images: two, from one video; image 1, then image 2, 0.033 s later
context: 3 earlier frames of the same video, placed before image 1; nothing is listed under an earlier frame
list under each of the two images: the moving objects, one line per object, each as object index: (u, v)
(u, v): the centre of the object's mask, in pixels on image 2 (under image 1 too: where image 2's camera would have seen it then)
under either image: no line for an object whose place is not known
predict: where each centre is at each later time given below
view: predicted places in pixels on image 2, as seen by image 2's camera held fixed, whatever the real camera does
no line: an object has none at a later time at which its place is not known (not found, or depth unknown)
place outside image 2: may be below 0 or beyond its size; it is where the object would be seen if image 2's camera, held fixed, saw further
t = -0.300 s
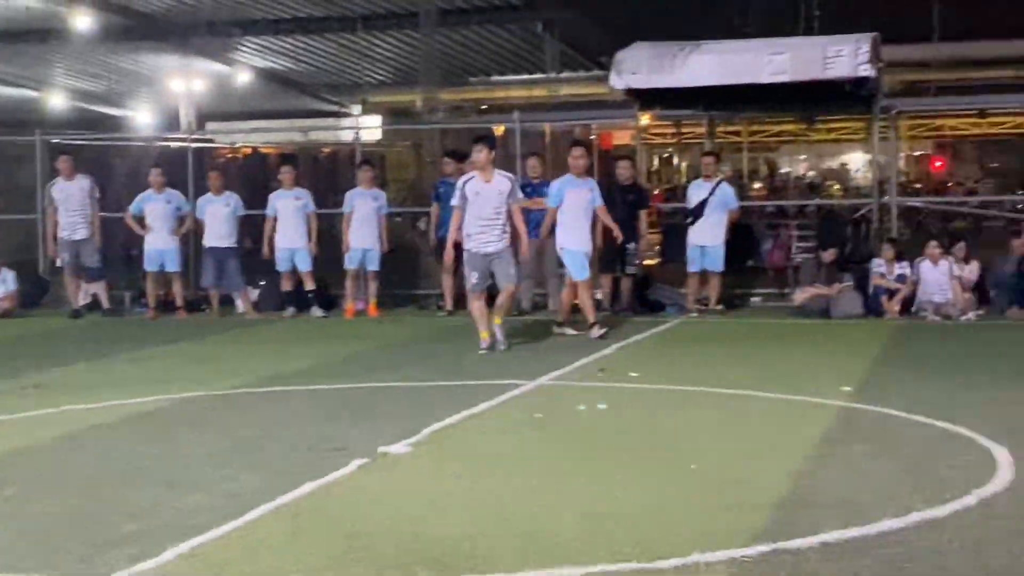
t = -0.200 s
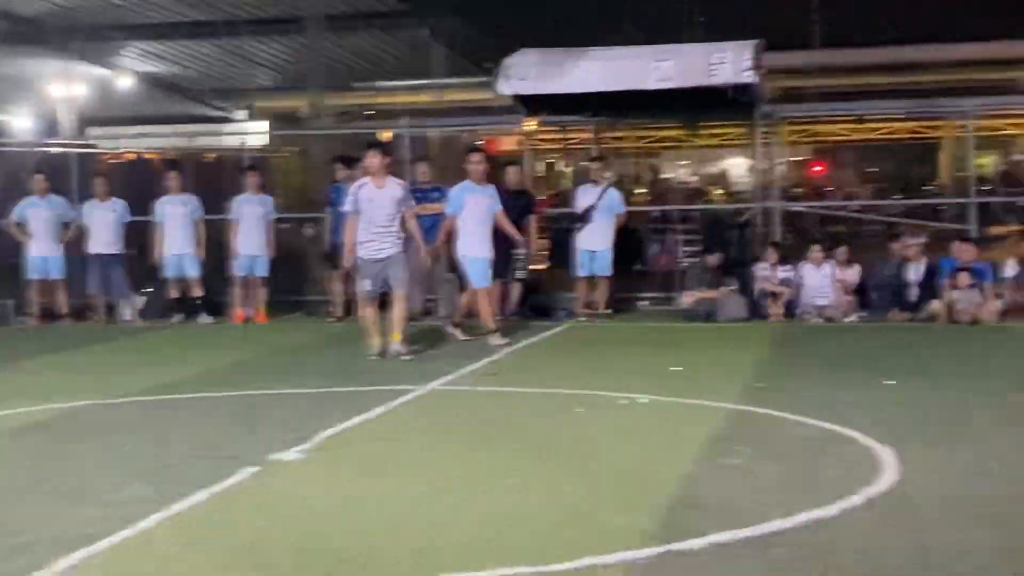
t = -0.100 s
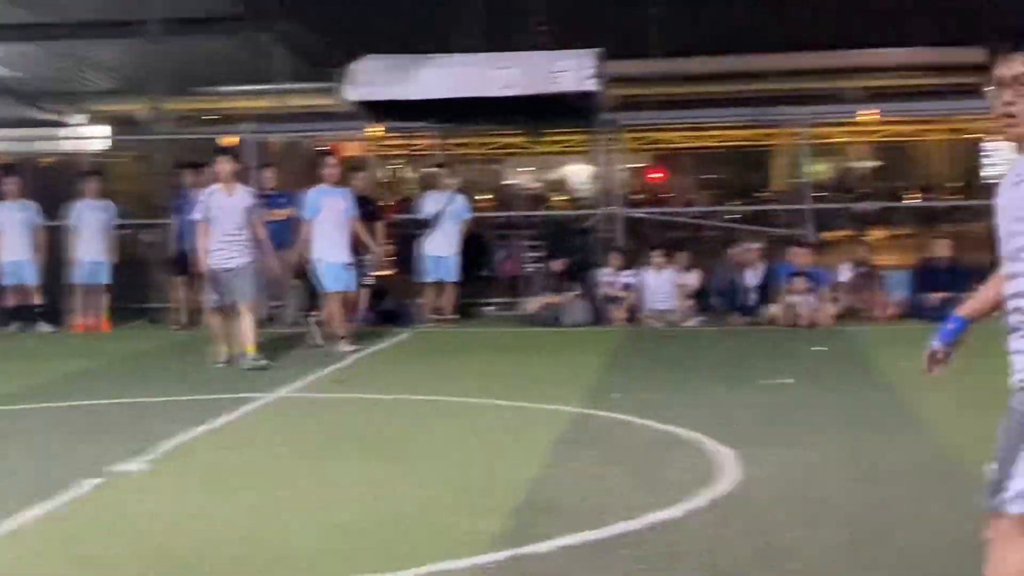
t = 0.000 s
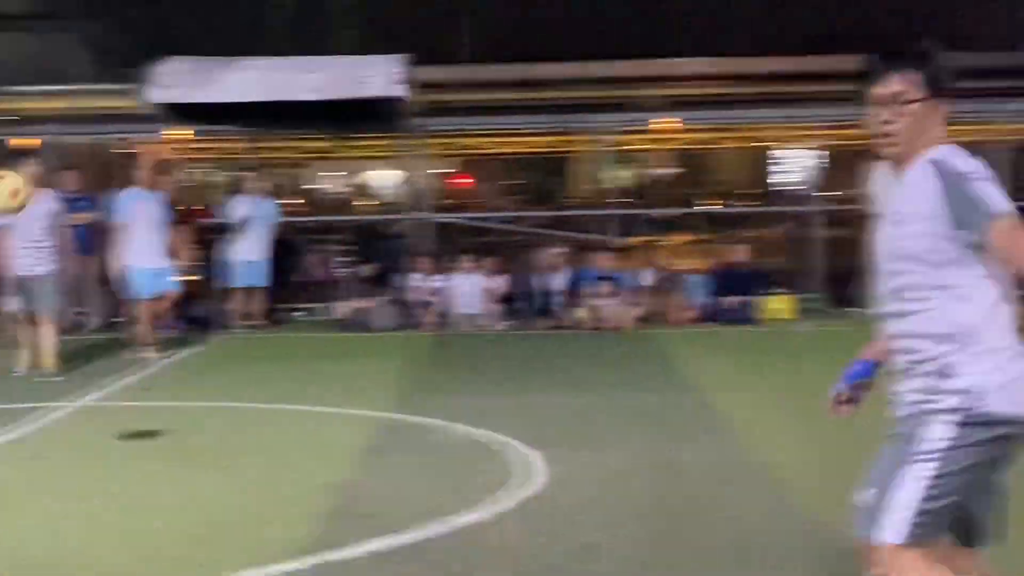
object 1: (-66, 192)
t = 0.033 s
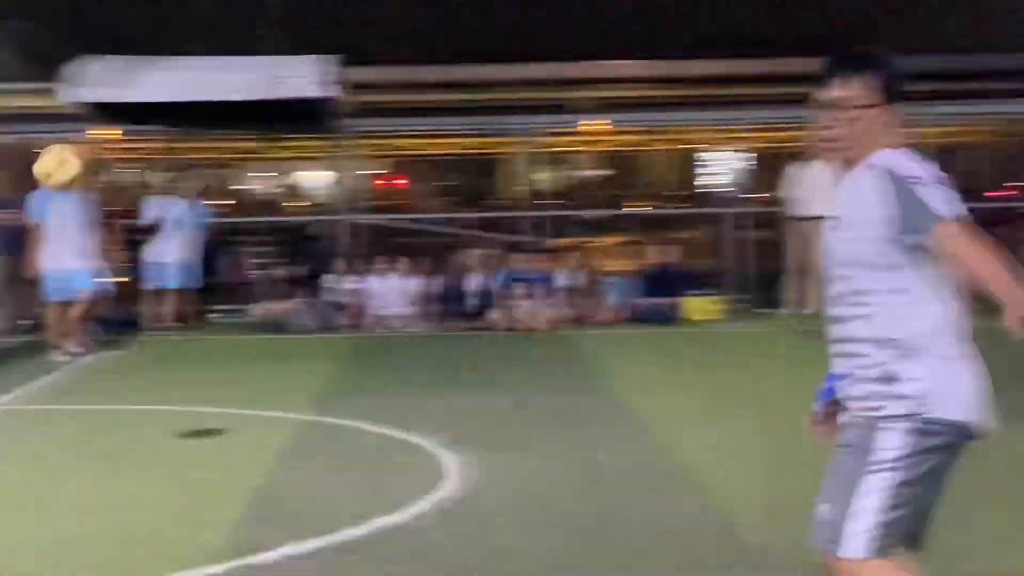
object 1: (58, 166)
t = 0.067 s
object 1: (187, 146)
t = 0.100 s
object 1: (316, 128)
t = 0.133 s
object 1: (445, 110)
